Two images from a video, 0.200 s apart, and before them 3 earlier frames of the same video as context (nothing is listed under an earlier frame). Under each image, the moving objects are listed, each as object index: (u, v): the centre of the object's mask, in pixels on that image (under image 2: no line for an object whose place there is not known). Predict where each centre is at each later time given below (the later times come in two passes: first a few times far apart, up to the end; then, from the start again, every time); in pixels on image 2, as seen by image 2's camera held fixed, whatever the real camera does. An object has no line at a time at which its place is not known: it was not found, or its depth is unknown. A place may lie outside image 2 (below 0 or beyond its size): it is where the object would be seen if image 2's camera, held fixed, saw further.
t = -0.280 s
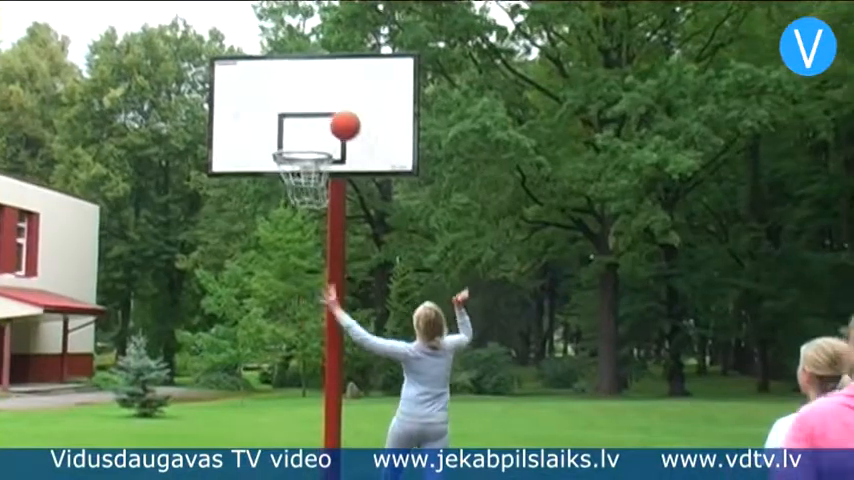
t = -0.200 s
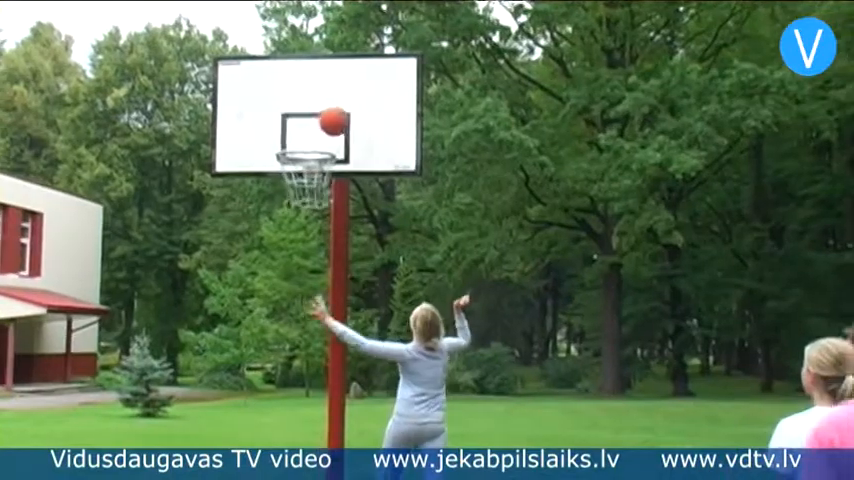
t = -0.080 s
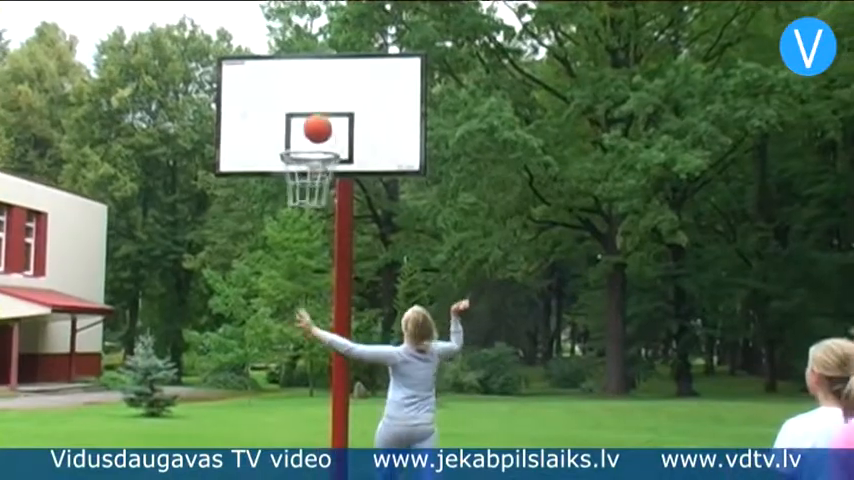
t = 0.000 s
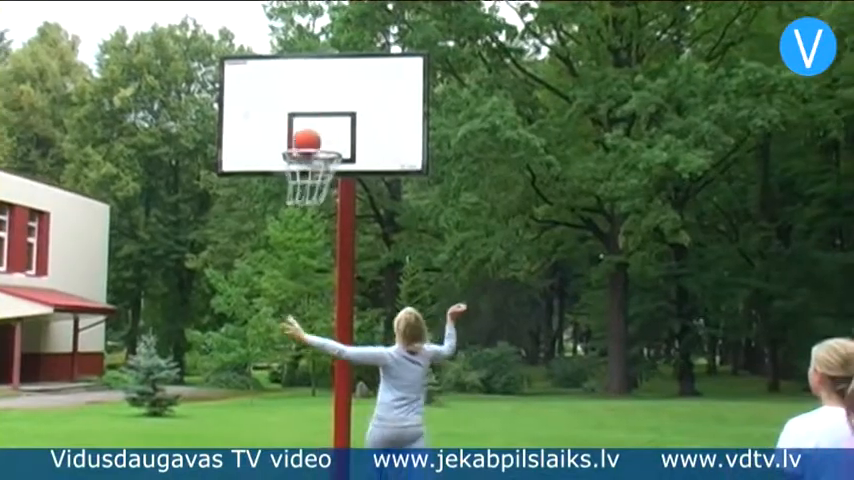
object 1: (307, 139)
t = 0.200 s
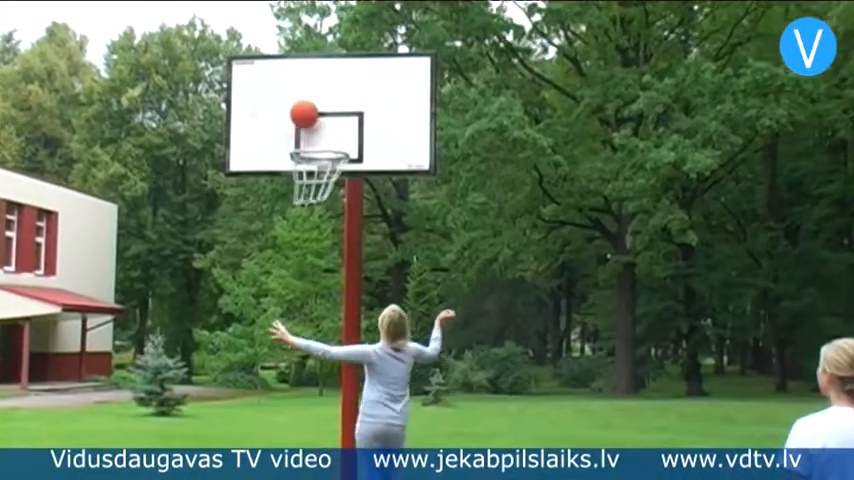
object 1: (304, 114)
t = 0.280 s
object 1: (300, 112)
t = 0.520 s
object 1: (286, 145)
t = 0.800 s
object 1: (246, 232)
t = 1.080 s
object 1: (205, 403)
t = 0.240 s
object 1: (302, 113)
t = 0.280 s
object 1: (300, 112)
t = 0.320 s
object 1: (298, 113)
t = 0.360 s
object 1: (295, 116)
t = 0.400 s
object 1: (293, 121)
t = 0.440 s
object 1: (291, 127)
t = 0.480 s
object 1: (289, 136)
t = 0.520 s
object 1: (286, 145)
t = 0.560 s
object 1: (281, 154)
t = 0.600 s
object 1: (277, 164)
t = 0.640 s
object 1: (271, 175)
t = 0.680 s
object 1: (262, 187)
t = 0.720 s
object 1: (258, 200)
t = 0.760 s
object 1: (252, 216)
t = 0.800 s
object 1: (246, 232)
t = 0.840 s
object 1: (240, 251)
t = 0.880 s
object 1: (234, 272)
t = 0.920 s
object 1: (228, 295)
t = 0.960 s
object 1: (222, 320)
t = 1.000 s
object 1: (217, 347)
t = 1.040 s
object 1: (212, 372)
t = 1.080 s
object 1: (205, 403)
